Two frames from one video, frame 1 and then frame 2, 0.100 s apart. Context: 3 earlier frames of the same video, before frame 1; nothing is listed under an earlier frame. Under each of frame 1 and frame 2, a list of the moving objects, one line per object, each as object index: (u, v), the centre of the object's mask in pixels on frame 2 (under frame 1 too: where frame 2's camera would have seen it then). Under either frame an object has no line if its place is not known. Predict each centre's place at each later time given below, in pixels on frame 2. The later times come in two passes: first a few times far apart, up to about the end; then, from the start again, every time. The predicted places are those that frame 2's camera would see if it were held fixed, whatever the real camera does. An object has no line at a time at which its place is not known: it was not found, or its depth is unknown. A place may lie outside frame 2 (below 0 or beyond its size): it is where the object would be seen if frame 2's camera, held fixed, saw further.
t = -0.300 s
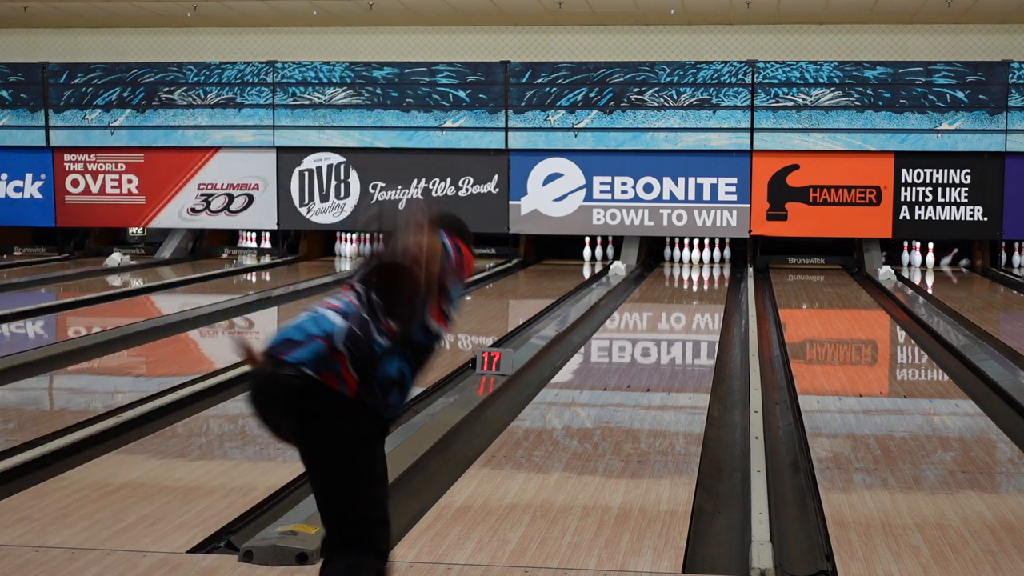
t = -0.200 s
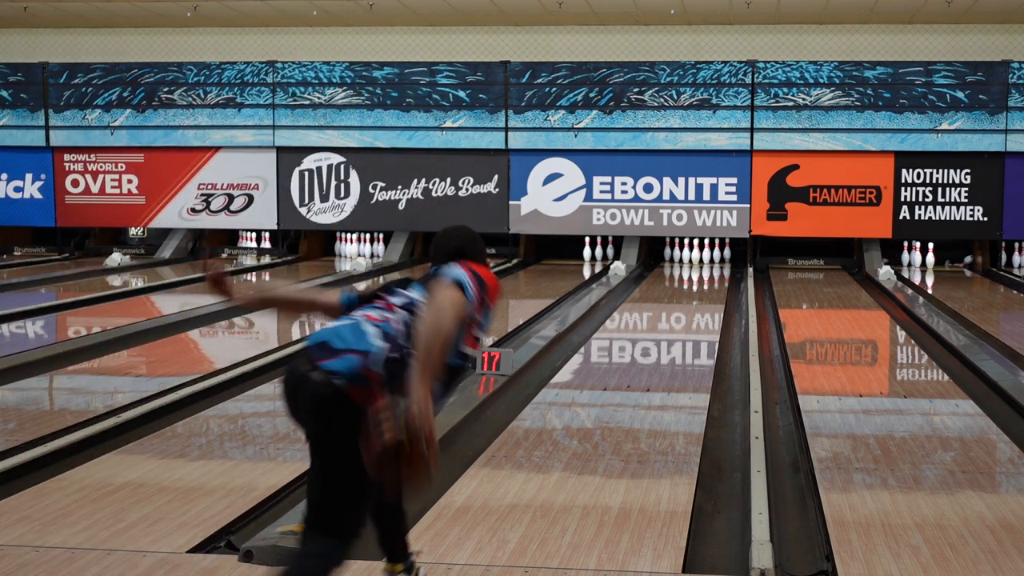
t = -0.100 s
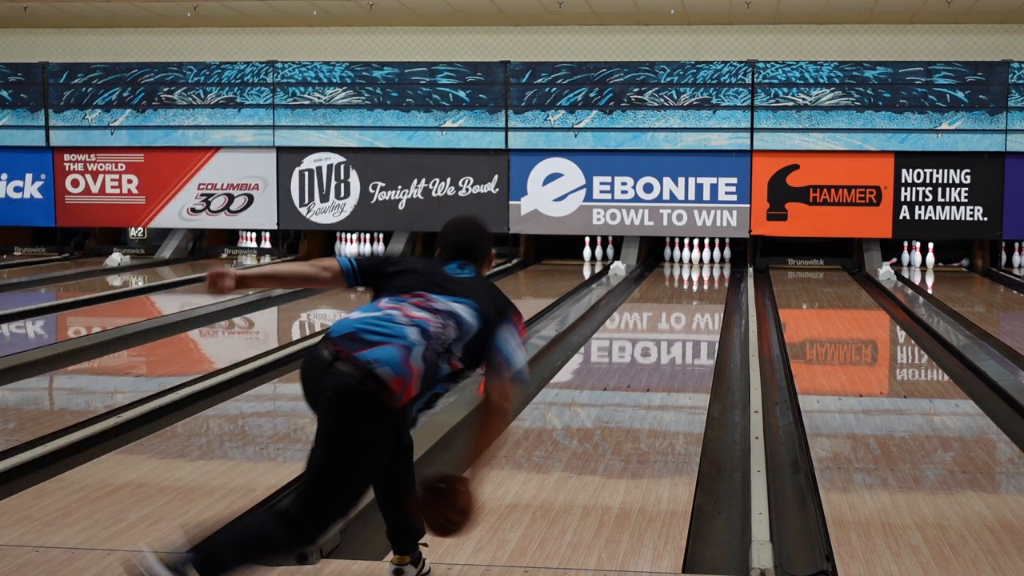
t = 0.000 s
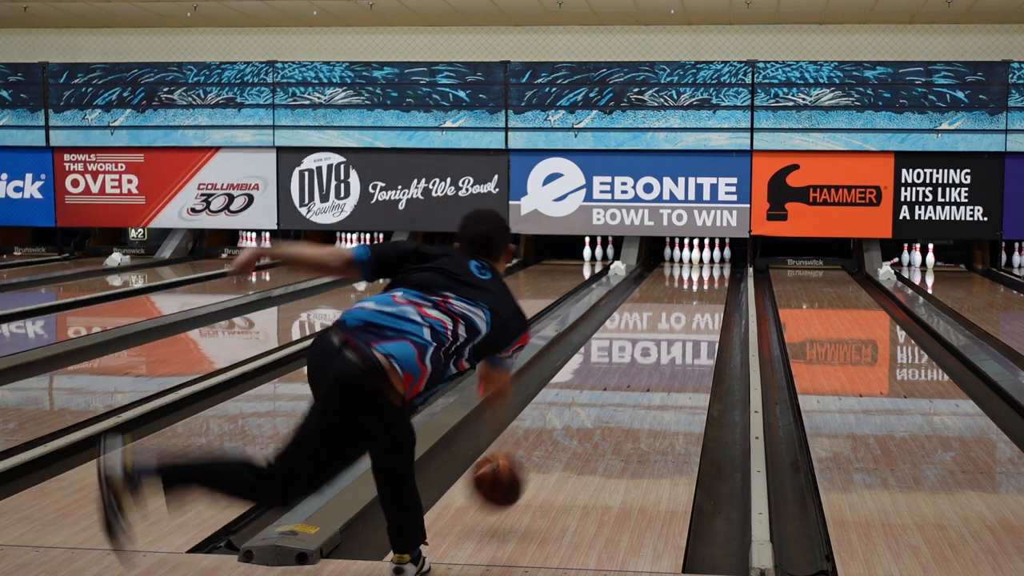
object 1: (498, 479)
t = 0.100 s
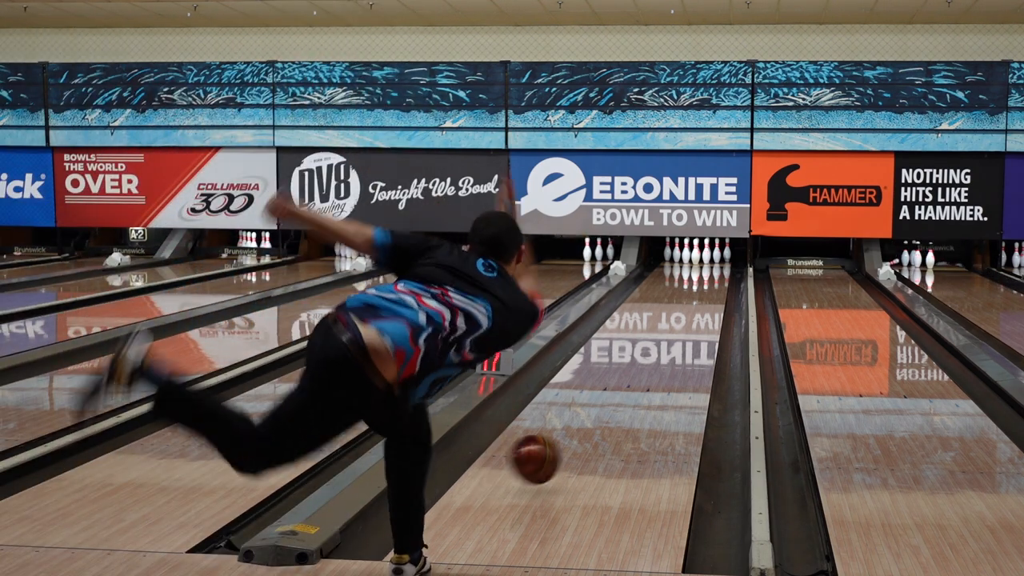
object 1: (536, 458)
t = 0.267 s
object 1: (583, 422)
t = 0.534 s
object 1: (633, 371)
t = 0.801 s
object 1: (665, 337)
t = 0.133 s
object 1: (547, 457)
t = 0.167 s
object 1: (557, 447)
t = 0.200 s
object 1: (567, 436)
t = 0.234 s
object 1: (575, 430)
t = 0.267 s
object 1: (583, 422)
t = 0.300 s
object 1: (591, 415)
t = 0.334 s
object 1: (598, 407)
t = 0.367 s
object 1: (605, 400)
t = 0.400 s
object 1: (612, 393)
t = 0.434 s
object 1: (618, 387)
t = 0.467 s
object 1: (623, 381)
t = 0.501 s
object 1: (628, 376)
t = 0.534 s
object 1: (633, 371)
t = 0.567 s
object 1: (638, 366)
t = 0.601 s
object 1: (643, 361)
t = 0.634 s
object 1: (646, 357)
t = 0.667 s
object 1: (651, 352)
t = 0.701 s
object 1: (655, 349)
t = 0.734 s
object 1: (659, 344)
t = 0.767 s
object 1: (662, 341)
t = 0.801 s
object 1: (665, 337)
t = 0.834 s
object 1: (668, 334)
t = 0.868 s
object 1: (672, 331)
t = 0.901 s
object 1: (675, 327)
